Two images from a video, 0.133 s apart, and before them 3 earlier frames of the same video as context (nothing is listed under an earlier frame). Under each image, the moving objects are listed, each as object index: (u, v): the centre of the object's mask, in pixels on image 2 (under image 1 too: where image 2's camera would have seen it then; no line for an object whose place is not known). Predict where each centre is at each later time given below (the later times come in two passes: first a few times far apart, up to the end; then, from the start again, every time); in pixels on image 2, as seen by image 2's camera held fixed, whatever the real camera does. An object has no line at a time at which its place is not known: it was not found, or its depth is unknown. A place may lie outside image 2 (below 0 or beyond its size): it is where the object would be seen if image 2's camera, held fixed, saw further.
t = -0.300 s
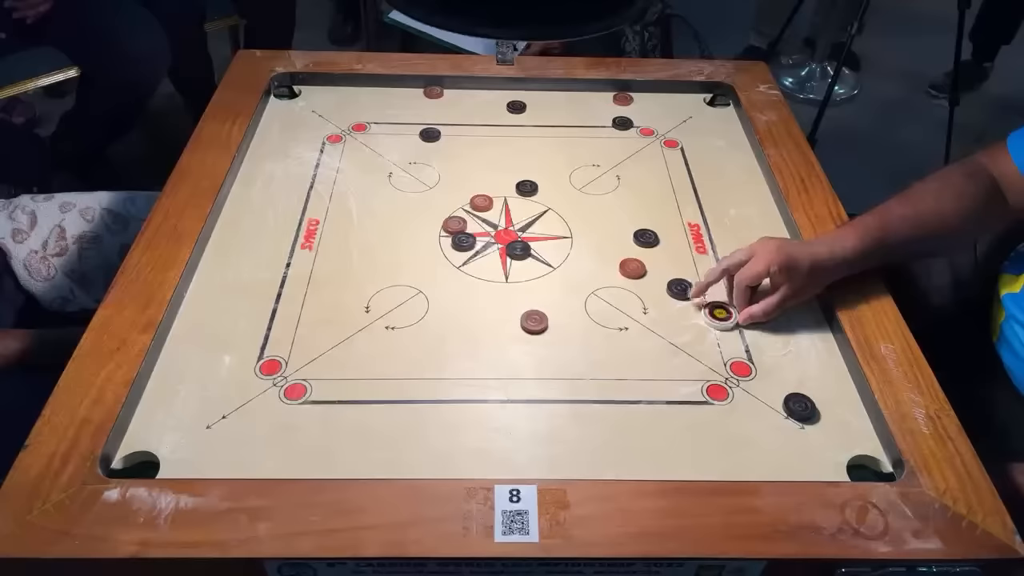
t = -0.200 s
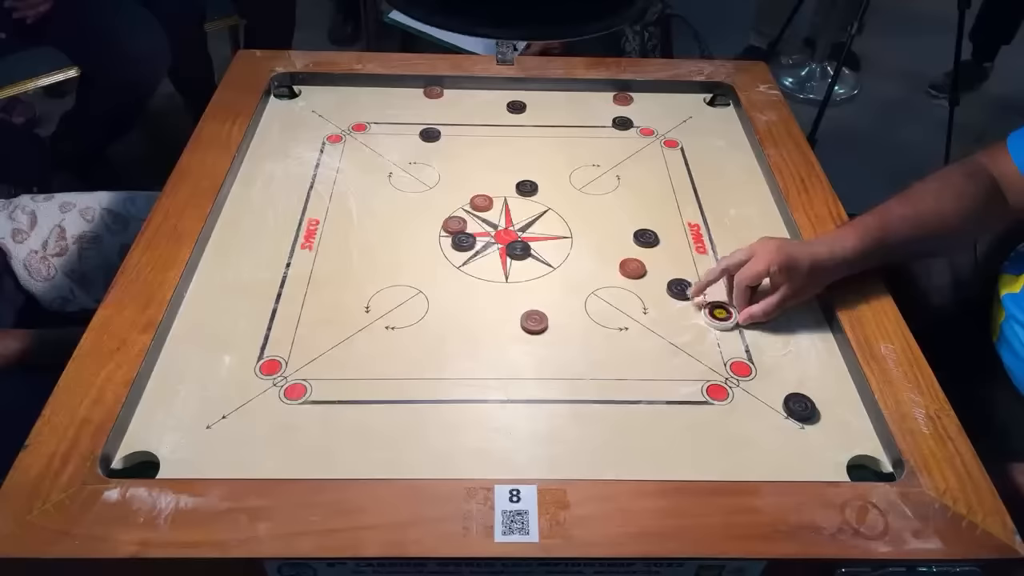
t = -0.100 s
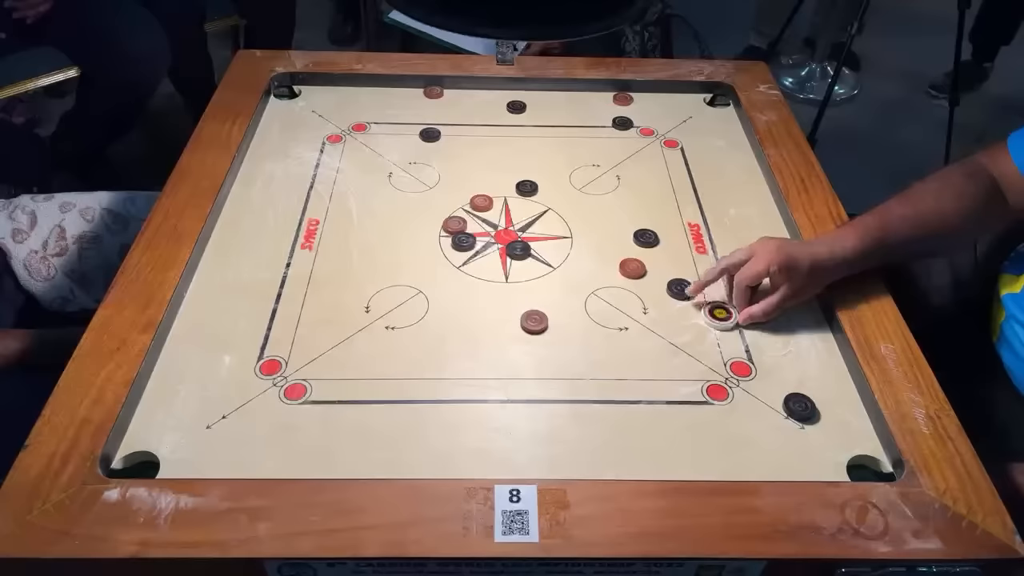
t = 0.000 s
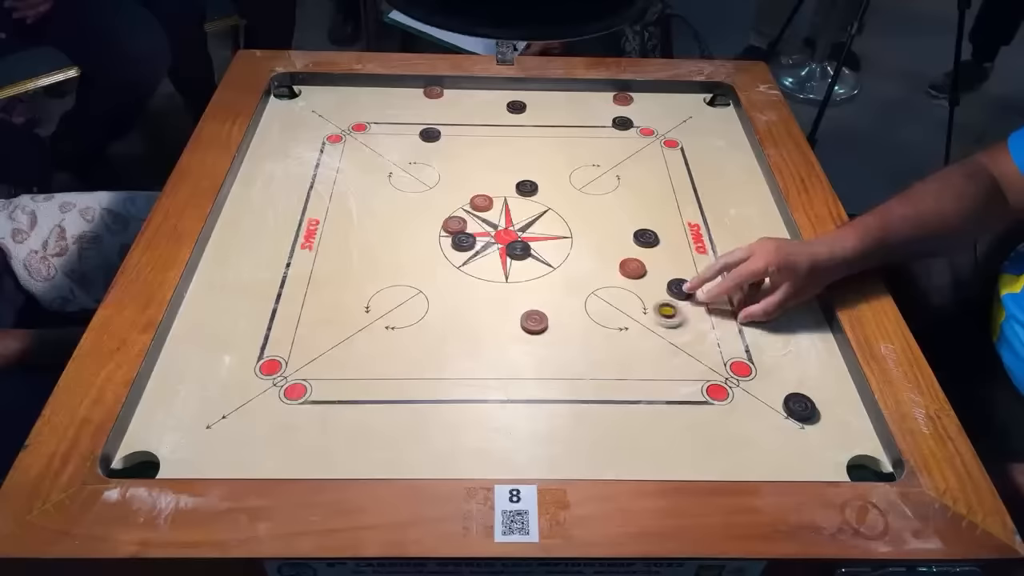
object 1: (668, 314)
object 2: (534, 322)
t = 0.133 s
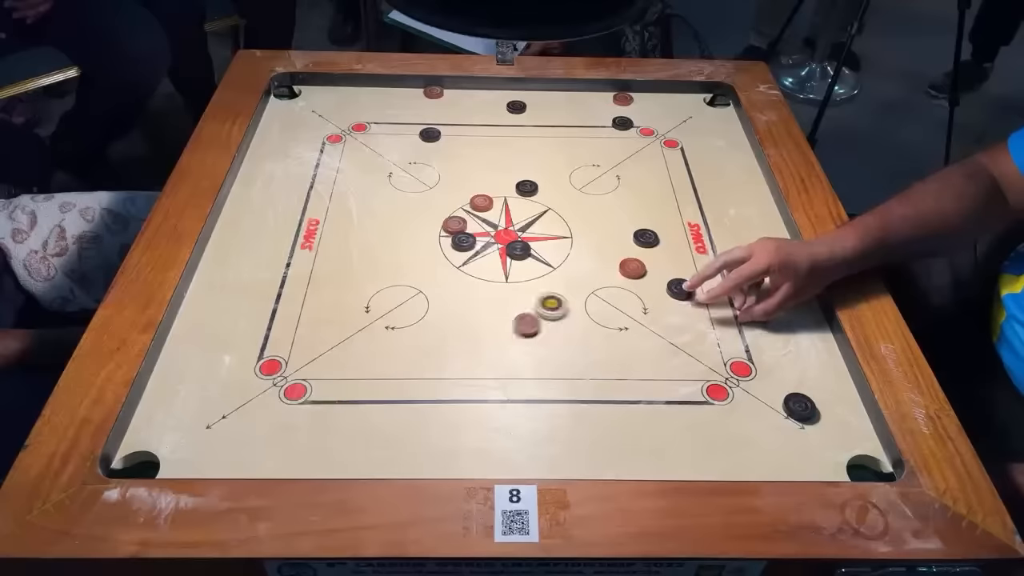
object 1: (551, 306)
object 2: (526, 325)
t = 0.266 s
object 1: (480, 287)
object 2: (430, 365)
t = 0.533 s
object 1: (371, 257)
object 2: (235, 444)
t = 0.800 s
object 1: (301, 237)
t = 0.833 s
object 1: (295, 234)
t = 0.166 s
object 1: (532, 302)
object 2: (502, 335)
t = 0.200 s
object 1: (514, 297)
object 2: (478, 345)
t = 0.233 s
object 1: (496, 292)
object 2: (454, 355)
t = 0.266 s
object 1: (480, 287)
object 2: (430, 365)
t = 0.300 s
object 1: (464, 283)
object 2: (405, 375)
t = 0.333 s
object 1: (449, 279)
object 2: (381, 385)
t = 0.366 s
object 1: (434, 275)
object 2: (356, 395)
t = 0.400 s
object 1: (420, 271)
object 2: (331, 405)
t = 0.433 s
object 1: (407, 267)
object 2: (307, 415)
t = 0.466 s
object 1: (394, 264)
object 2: (282, 425)
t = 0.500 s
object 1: (382, 261)
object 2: (258, 435)
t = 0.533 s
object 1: (371, 257)
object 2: (235, 444)
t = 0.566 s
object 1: (360, 254)
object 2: (211, 453)
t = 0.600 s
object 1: (350, 251)
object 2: (189, 461)
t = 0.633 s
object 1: (341, 248)
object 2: (169, 467)
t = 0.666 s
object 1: (332, 246)
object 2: (150, 470)
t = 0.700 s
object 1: (324, 243)
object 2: (139, 468)
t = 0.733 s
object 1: (316, 241)
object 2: (139, 469)
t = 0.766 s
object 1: (308, 239)
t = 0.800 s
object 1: (301, 237)
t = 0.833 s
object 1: (295, 234)
